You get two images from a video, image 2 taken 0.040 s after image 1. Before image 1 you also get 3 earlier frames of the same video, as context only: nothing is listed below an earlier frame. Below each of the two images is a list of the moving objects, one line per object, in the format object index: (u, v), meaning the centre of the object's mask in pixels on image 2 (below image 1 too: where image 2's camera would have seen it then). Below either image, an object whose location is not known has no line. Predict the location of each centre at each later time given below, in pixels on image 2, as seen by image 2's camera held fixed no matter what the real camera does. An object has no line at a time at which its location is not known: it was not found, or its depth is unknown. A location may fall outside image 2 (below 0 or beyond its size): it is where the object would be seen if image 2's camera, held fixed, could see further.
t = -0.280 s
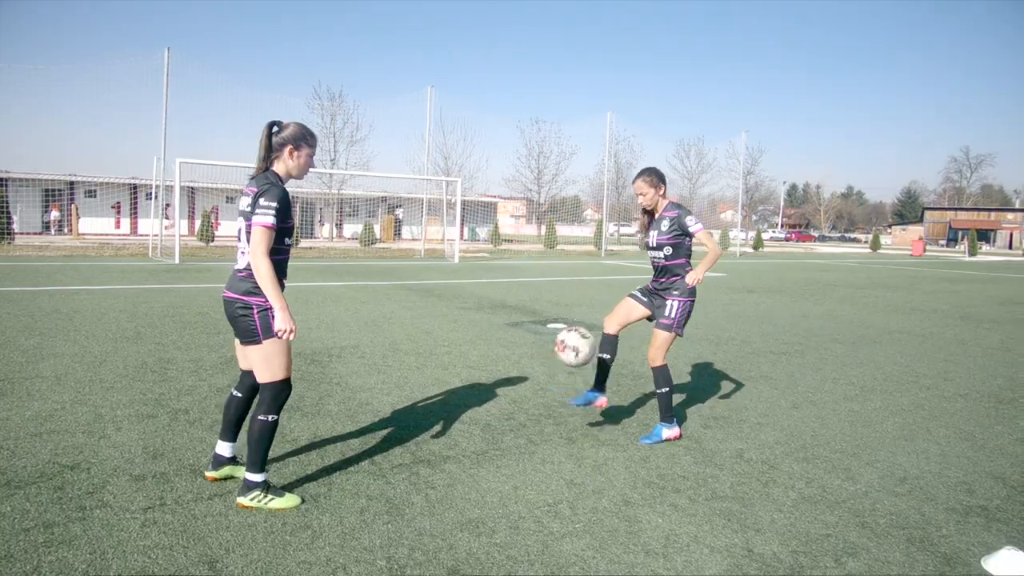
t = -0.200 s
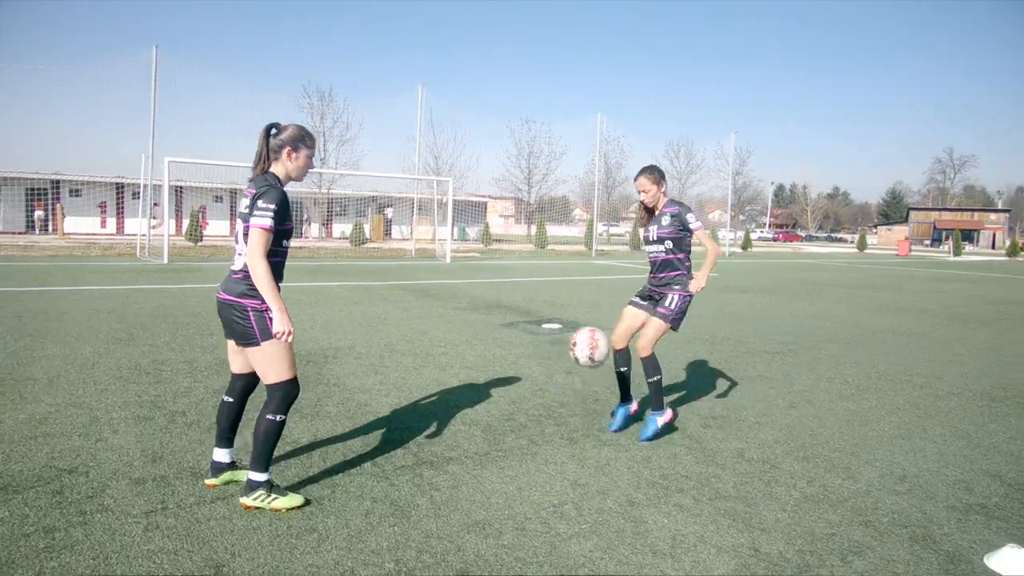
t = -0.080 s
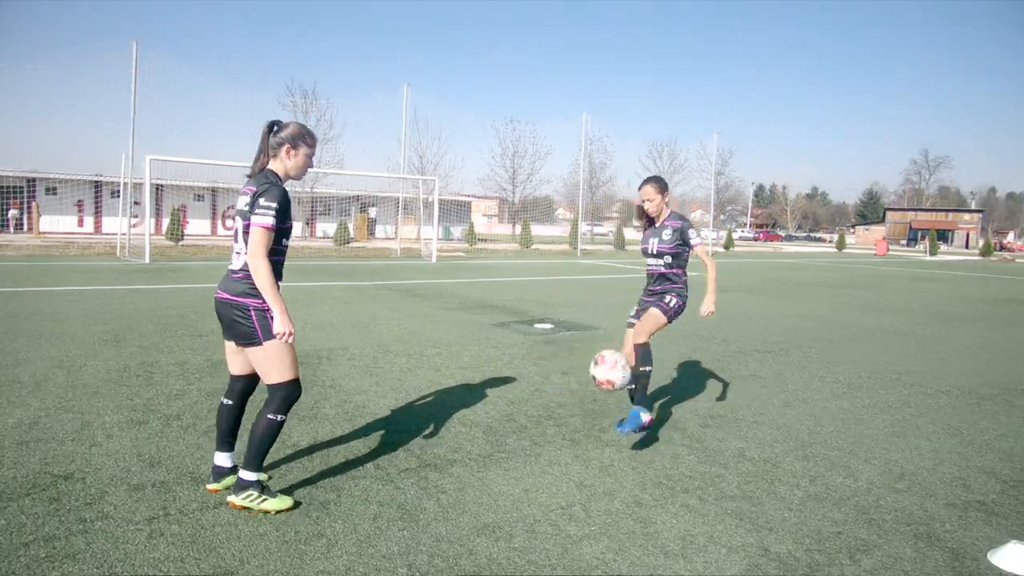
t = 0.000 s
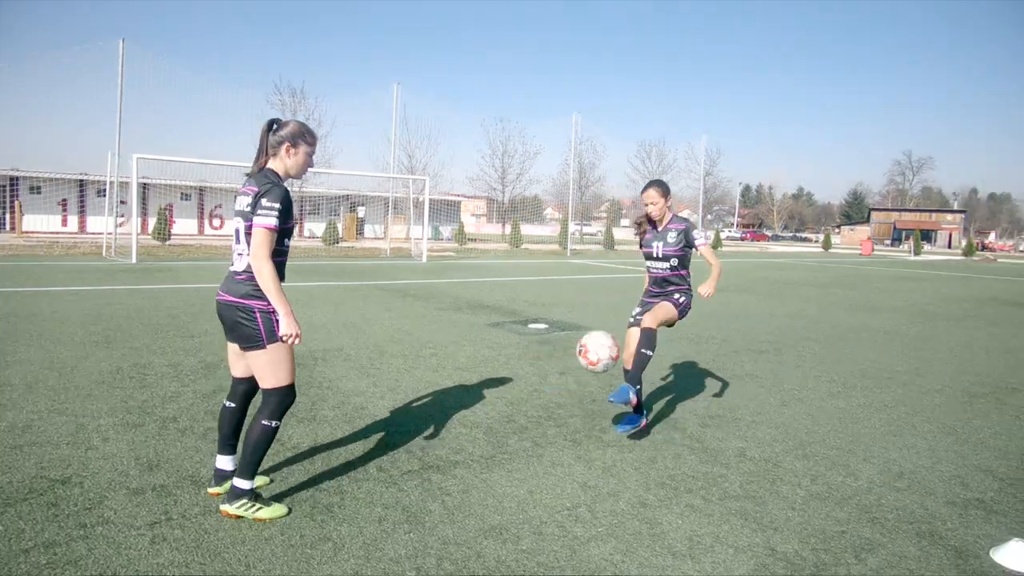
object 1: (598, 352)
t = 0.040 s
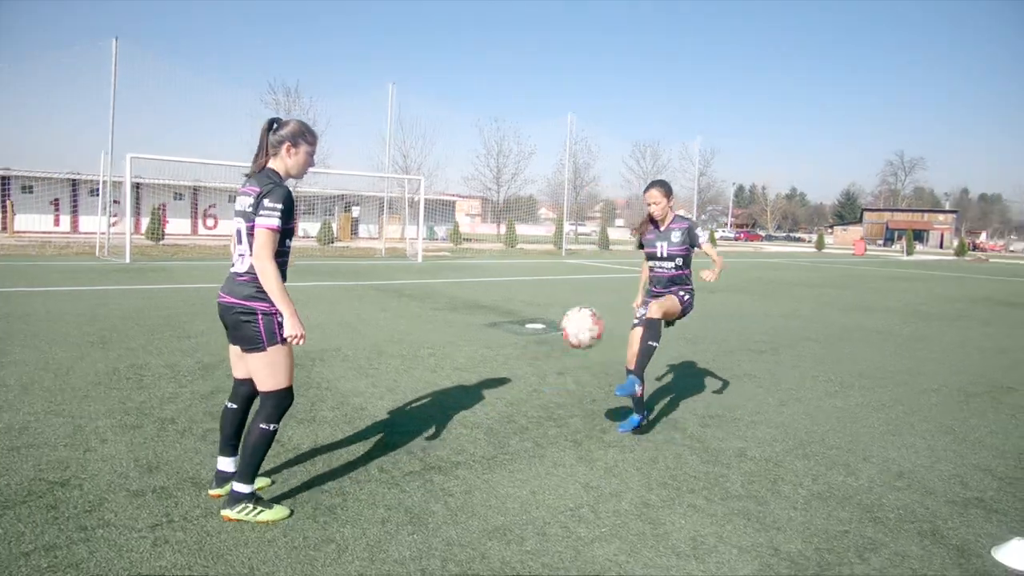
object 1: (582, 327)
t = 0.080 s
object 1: (568, 305)
